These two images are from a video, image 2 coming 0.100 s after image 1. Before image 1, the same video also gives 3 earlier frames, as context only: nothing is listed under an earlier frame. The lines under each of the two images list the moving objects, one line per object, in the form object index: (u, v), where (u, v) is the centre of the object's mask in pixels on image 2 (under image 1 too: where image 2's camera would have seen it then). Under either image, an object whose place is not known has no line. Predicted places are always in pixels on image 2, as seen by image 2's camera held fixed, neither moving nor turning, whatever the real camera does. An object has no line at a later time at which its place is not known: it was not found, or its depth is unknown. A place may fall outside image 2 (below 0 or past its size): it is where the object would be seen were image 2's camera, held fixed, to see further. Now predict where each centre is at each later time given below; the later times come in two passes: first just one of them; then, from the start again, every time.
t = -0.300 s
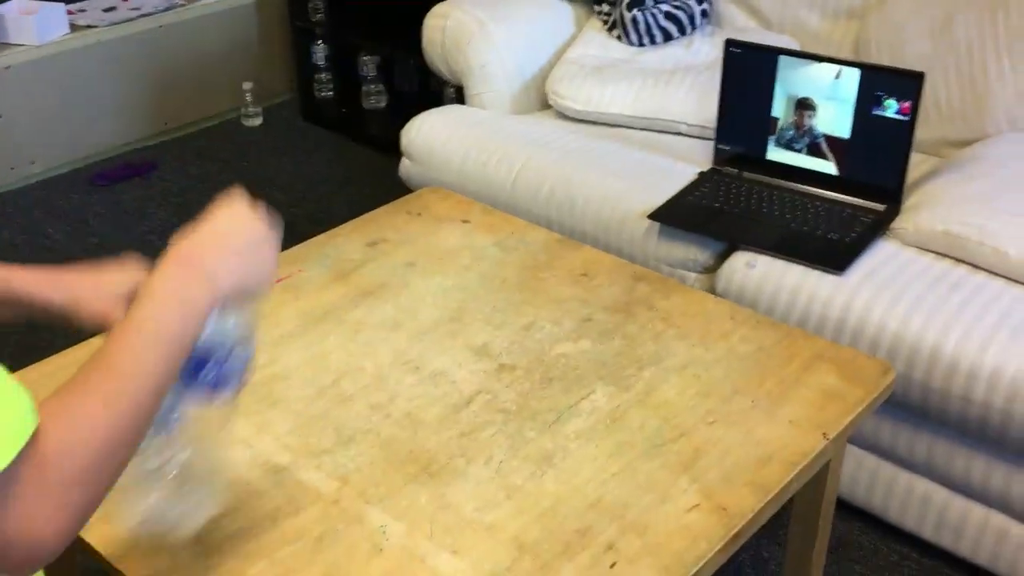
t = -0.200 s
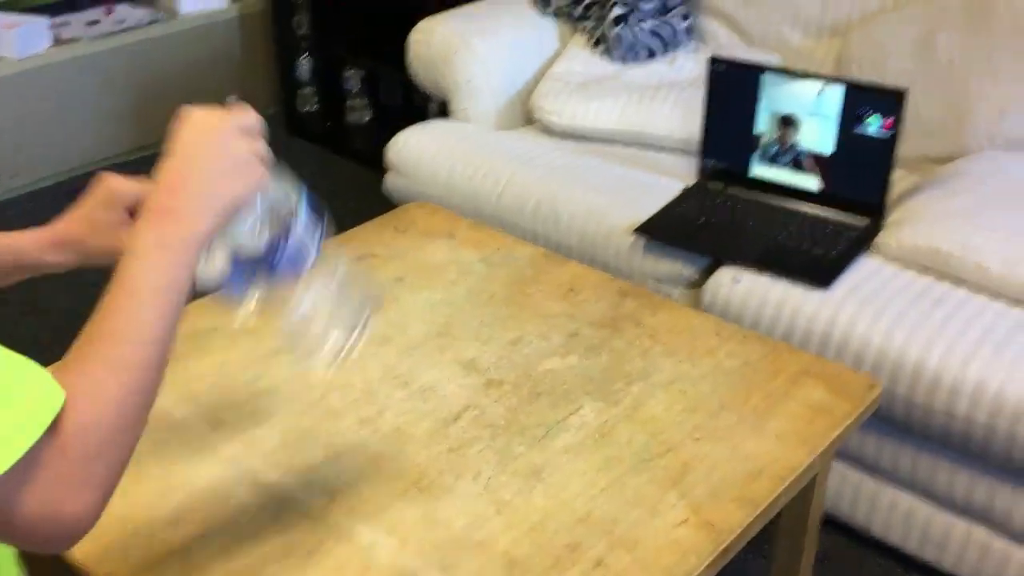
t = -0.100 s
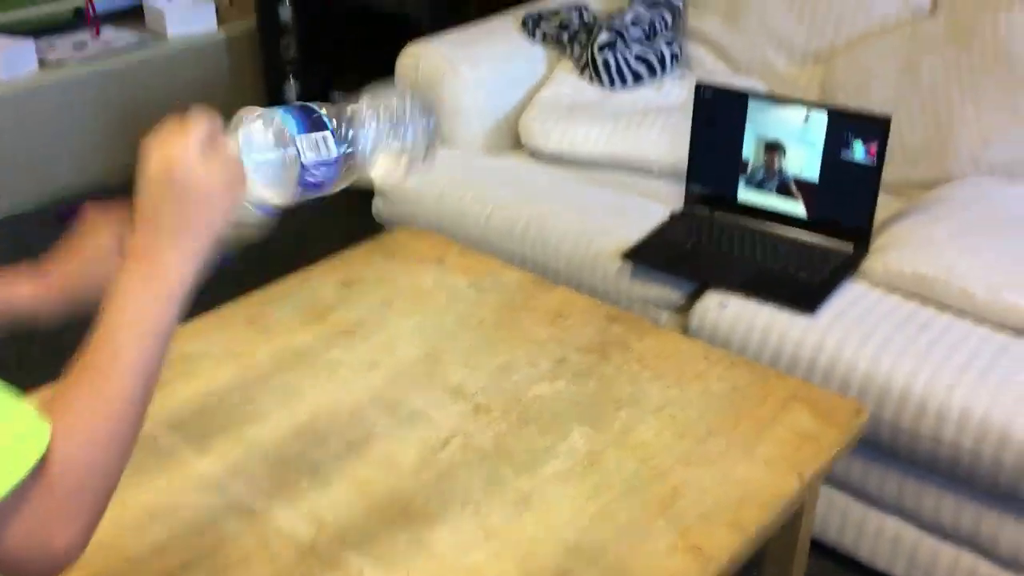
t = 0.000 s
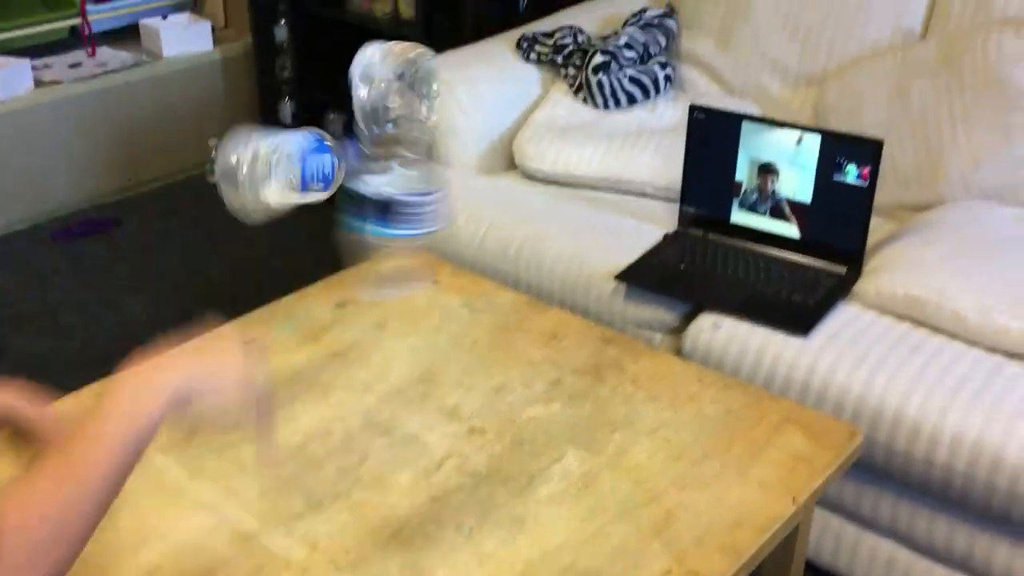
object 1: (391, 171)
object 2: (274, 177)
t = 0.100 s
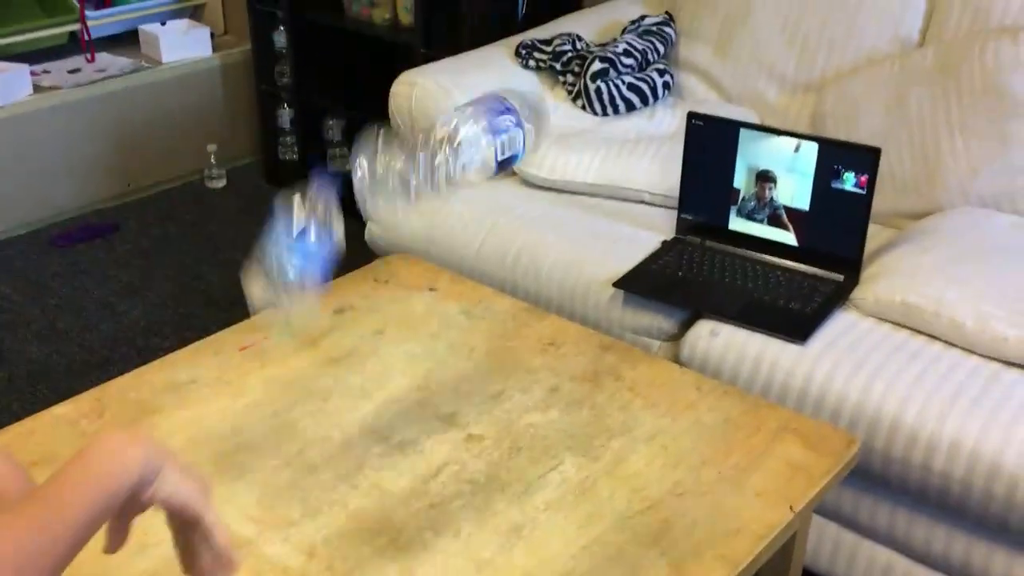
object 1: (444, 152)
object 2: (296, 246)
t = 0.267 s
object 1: (425, 431)
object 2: (330, 430)
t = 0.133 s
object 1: (444, 178)
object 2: (305, 295)
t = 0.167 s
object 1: (440, 218)
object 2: (313, 347)
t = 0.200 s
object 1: (432, 283)
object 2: (320, 420)
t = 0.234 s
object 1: (428, 359)
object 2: (324, 435)
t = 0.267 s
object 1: (425, 431)
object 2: (330, 430)
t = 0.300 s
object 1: (417, 434)
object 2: (336, 428)
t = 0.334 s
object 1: (413, 446)
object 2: (333, 435)
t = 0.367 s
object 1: (407, 456)
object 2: (333, 415)
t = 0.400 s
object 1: (386, 465)
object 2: (341, 393)
